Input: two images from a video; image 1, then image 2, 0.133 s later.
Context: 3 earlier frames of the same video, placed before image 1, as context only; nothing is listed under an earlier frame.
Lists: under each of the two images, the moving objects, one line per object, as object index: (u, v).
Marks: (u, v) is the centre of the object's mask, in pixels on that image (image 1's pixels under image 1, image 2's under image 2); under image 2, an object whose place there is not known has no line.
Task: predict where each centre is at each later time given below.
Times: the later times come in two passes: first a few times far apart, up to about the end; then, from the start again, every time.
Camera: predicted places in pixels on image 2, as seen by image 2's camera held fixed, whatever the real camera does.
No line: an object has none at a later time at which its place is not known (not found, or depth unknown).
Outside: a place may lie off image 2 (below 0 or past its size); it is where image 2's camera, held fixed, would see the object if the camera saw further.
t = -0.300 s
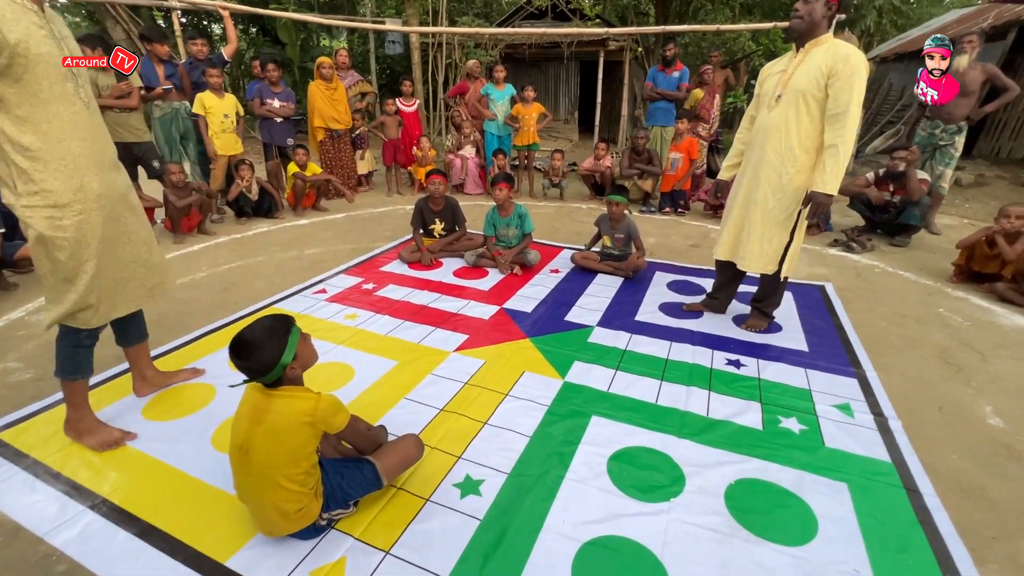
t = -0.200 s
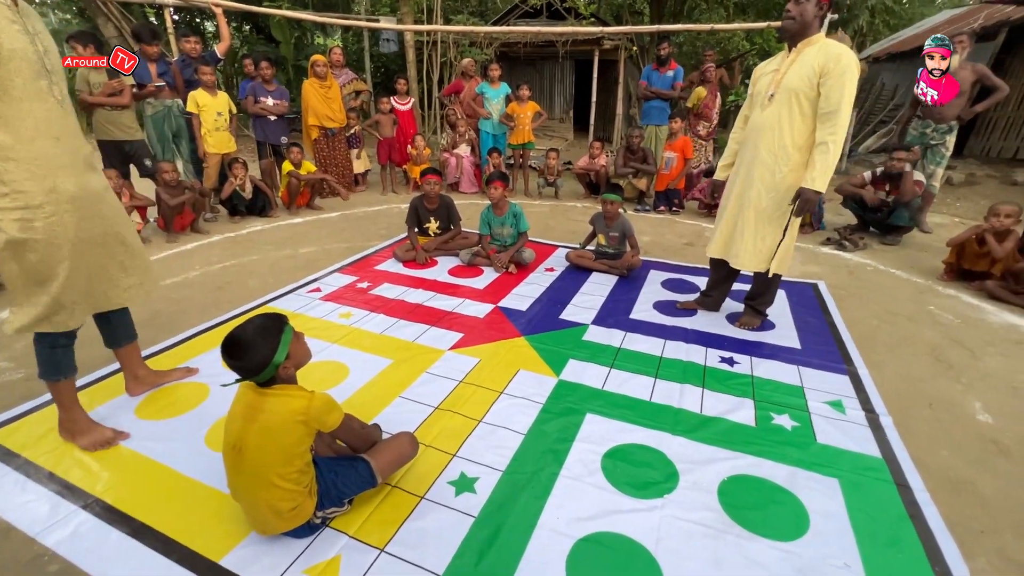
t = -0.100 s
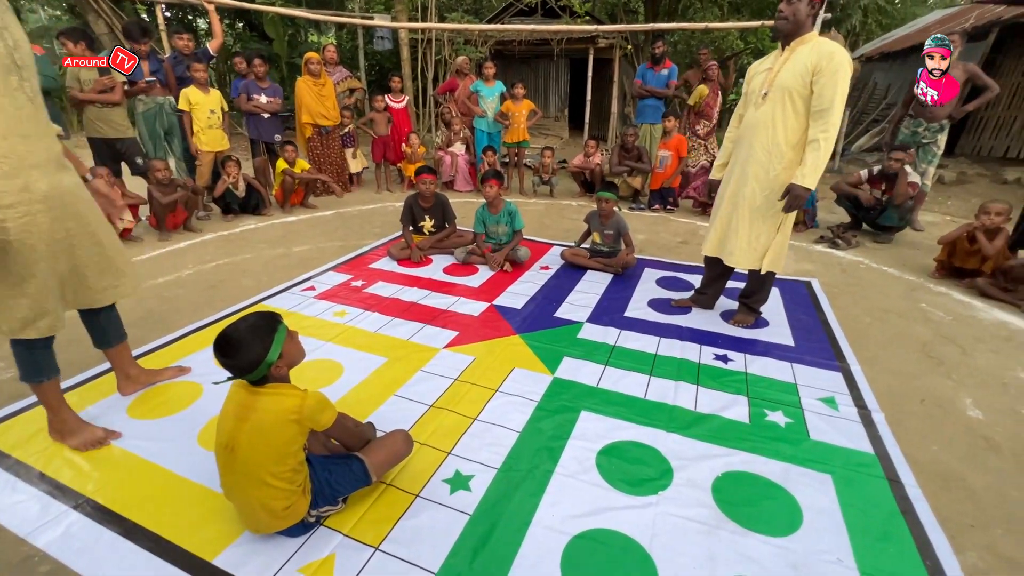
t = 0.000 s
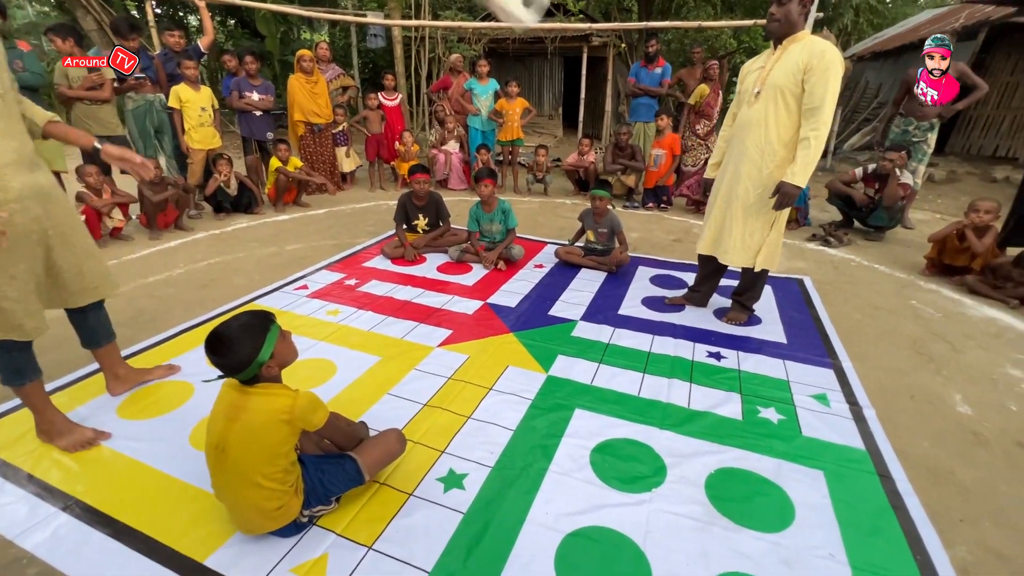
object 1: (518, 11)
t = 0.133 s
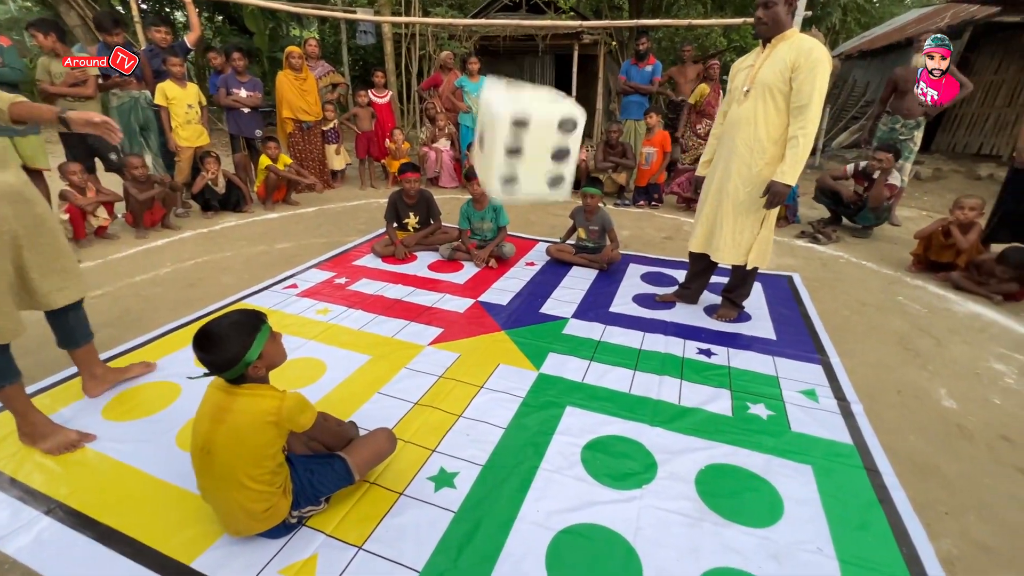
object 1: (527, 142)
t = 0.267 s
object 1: (546, 315)
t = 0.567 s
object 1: (610, 251)
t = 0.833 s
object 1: (641, 296)
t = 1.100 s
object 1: (668, 276)
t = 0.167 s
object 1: (532, 184)
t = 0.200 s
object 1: (533, 231)
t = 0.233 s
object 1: (540, 275)
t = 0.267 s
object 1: (546, 315)
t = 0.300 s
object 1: (553, 320)
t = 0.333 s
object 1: (562, 305)
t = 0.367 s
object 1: (569, 289)
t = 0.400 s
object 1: (578, 274)
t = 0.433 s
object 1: (584, 263)
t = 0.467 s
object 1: (592, 257)
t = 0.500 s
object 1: (599, 253)
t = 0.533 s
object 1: (604, 252)
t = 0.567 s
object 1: (610, 251)
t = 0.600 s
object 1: (615, 254)
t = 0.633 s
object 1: (619, 257)
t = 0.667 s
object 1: (621, 259)
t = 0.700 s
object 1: (627, 265)
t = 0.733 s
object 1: (632, 273)
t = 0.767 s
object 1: (635, 284)
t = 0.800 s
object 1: (638, 295)
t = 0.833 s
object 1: (641, 296)
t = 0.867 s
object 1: (644, 293)
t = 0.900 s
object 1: (648, 283)
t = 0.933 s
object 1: (653, 277)
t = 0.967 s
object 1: (657, 274)
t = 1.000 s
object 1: (660, 272)
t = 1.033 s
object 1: (663, 272)
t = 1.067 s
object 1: (667, 274)
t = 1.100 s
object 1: (668, 276)
